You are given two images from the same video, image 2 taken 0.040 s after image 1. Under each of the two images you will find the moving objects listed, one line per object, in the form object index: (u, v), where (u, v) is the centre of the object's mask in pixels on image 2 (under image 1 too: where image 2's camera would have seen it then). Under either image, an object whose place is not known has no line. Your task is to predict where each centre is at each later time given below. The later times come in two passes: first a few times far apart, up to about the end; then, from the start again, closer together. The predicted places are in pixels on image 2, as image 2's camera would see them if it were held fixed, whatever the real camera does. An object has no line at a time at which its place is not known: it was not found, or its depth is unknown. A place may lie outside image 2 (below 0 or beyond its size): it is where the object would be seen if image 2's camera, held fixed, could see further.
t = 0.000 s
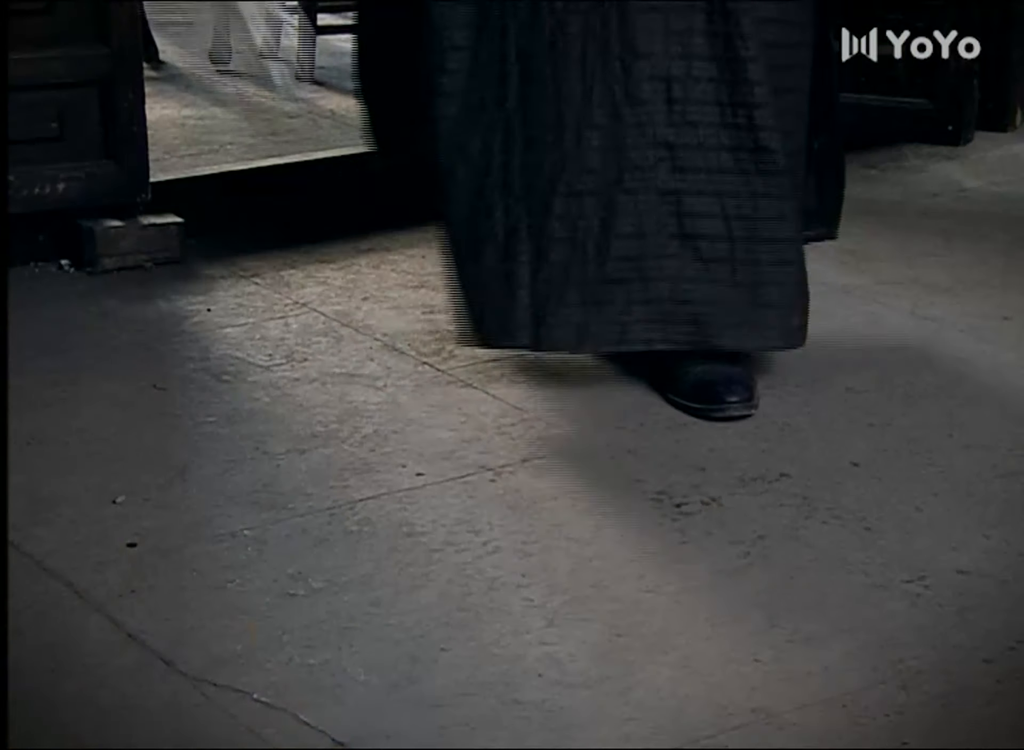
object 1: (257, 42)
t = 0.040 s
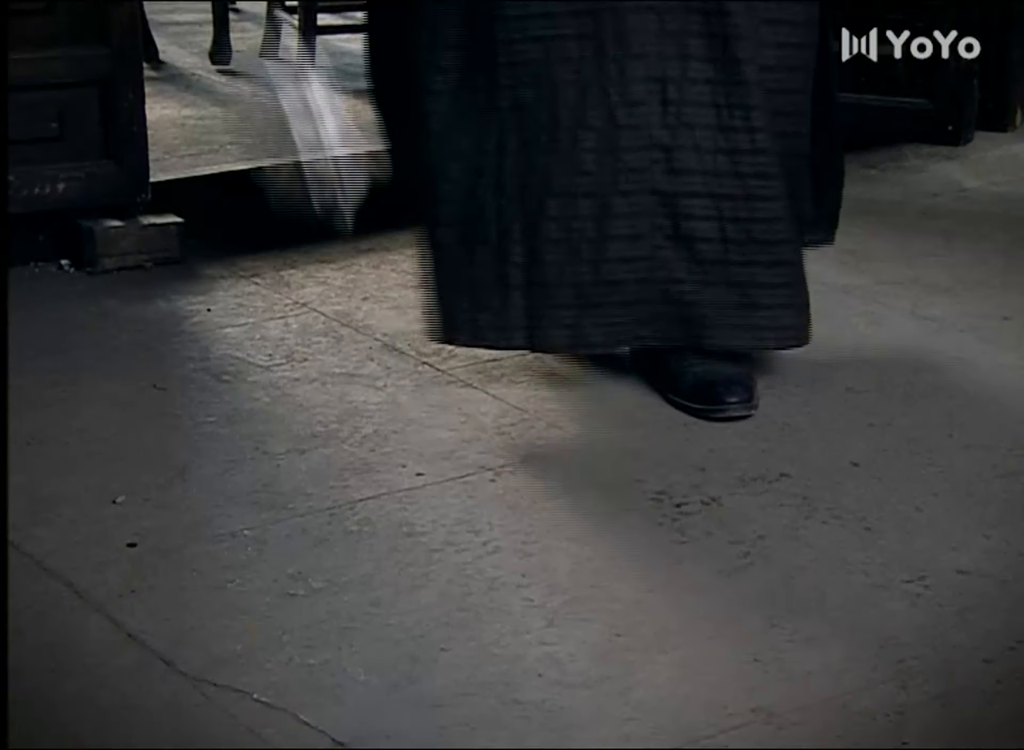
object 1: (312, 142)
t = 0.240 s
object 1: (498, 641)
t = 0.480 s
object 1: (667, 559)
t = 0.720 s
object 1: (814, 532)
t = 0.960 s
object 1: (847, 514)
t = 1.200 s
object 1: (916, 511)
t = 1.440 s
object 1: (920, 510)
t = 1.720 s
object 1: (902, 513)
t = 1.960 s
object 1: (913, 512)
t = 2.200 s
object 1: (911, 514)
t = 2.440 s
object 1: (911, 513)
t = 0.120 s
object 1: (416, 342)
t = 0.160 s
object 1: (443, 467)
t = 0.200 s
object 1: (472, 577)
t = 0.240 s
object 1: (498, 641)
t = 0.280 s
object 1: (531, 596)
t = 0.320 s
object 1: (577, 567)
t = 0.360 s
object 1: (603, 560)
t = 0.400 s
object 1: (619, 569)
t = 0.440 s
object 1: (640, 577)
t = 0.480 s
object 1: (667, 559)
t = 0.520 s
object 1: (706, 550)
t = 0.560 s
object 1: (741, 551)
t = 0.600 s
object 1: (765, 542)
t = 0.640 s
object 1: (785, 540)
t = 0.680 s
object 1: (798, 536)
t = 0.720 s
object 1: (814, 532)
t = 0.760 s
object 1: (821, 527)
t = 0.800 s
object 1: (824, 523)
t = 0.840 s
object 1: (826, 524)
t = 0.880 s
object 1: (830, 521)
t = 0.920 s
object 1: (836, 516)
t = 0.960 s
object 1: (847, 514)
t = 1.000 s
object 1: (860, 514)
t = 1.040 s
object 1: (875, 512)
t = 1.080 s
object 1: (887, 511)
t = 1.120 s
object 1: (898, 511)
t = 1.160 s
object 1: (908, 512)
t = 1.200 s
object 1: (916, 511)
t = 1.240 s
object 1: (923, 510)
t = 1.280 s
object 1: (927, 509)
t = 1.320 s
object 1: (927, 509)
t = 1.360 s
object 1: (927, 510)
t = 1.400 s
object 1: (924, 510)
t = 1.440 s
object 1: (920, 510)
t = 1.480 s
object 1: (915, 511)
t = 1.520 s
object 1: (910, 512)
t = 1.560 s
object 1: (907, 513)
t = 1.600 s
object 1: (904, 513)
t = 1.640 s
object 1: (902, 513)
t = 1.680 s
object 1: (901, 513)
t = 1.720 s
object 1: (902, 513)
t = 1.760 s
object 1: (903, 514)
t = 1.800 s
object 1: (905, 514)
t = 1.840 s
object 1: (908, 513)
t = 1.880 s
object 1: (912, 513)
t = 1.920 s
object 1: (913, 512)
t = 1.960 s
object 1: (913, 512)
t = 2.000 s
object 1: (911, 512)
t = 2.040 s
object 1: (909, 513)
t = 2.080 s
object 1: (910, 513)
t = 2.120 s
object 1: (911, 514)
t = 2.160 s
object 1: (911, 514)
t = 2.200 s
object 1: (911, 514)
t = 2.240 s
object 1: (911, 514)
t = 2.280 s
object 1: (911, 514)
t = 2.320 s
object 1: (911, 514)
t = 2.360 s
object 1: (911, 514)
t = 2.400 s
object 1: (911, 513)
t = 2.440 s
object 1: (911, 513)
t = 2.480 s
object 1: (911, 514)
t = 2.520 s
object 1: (911, 514)
